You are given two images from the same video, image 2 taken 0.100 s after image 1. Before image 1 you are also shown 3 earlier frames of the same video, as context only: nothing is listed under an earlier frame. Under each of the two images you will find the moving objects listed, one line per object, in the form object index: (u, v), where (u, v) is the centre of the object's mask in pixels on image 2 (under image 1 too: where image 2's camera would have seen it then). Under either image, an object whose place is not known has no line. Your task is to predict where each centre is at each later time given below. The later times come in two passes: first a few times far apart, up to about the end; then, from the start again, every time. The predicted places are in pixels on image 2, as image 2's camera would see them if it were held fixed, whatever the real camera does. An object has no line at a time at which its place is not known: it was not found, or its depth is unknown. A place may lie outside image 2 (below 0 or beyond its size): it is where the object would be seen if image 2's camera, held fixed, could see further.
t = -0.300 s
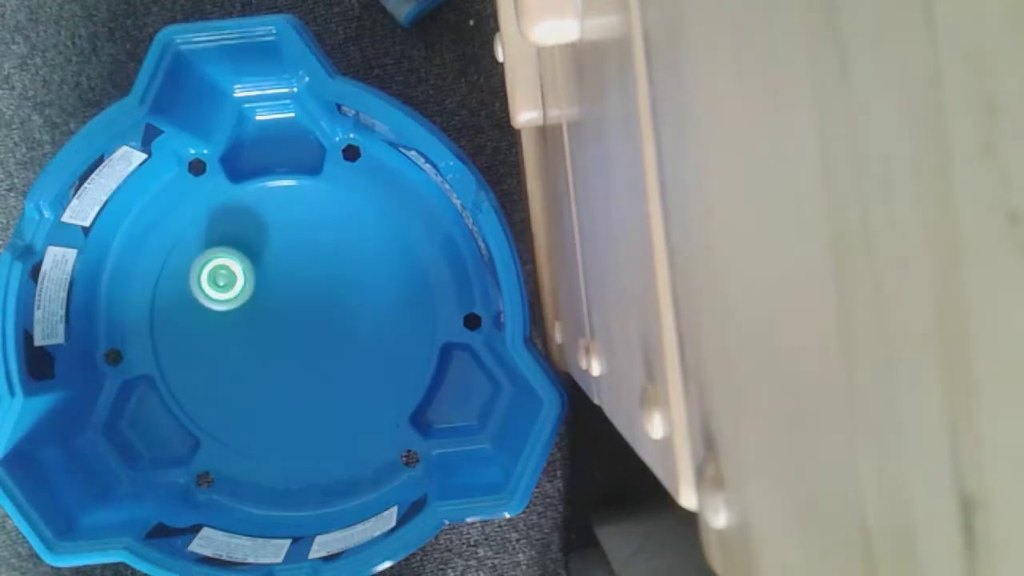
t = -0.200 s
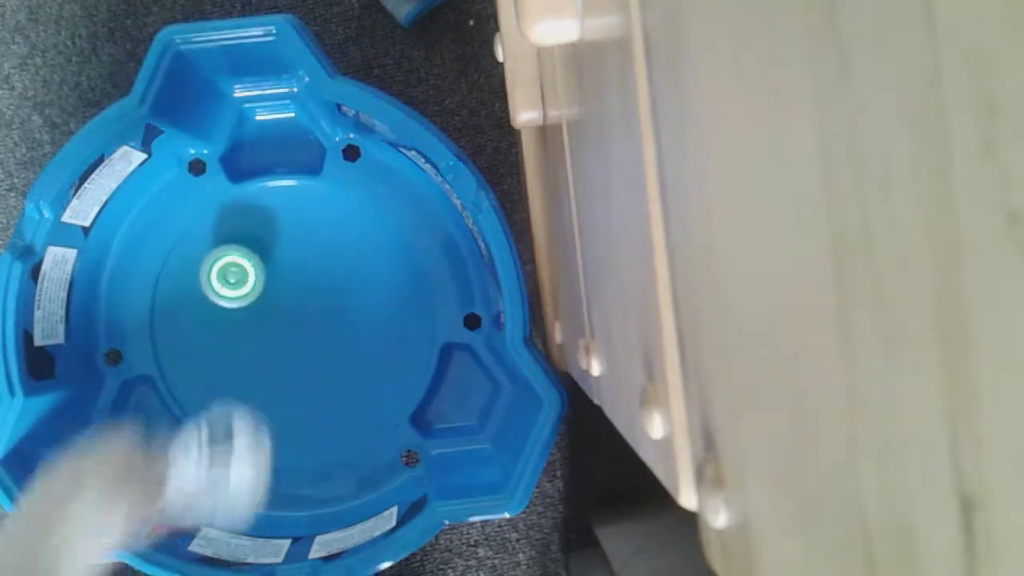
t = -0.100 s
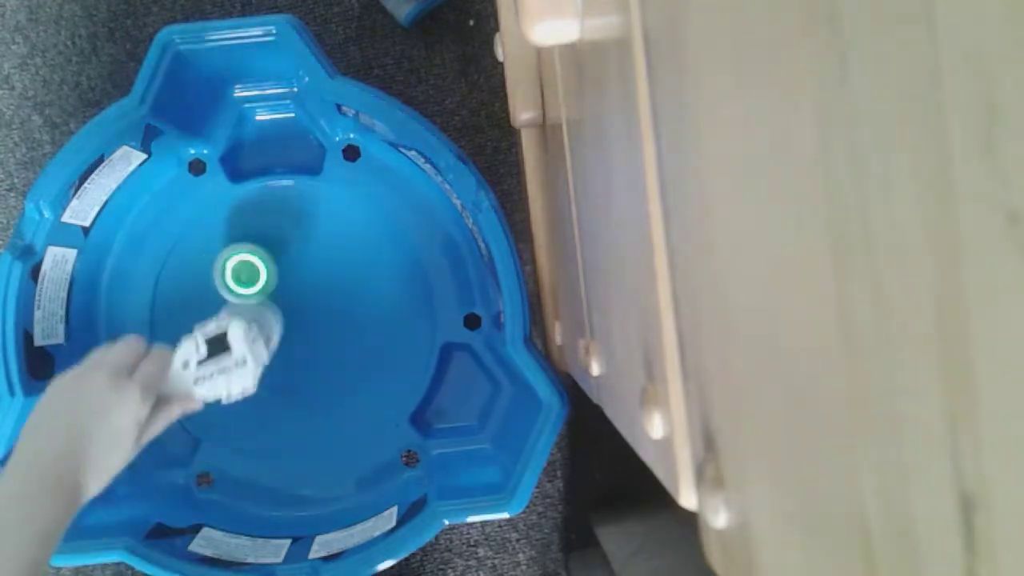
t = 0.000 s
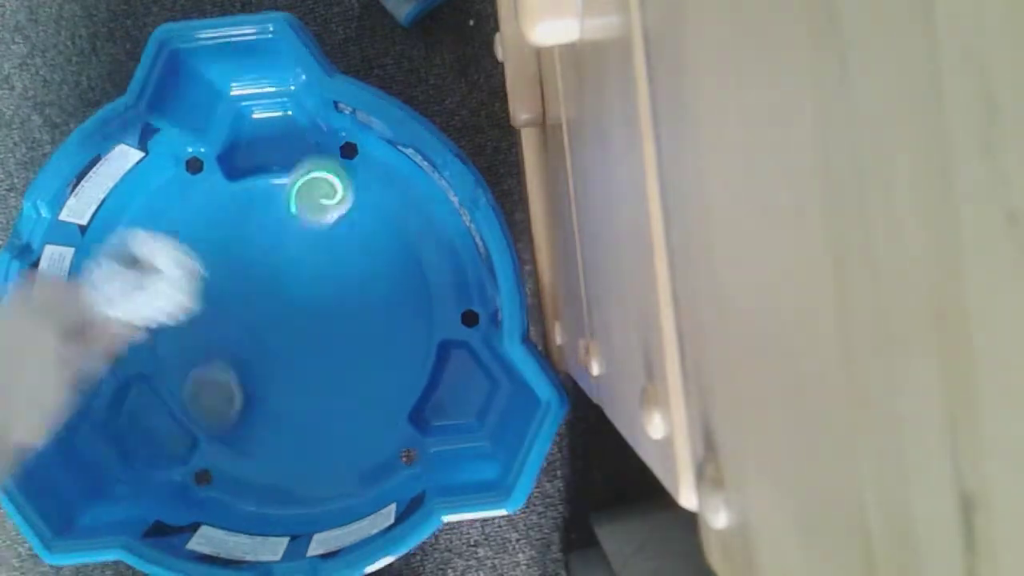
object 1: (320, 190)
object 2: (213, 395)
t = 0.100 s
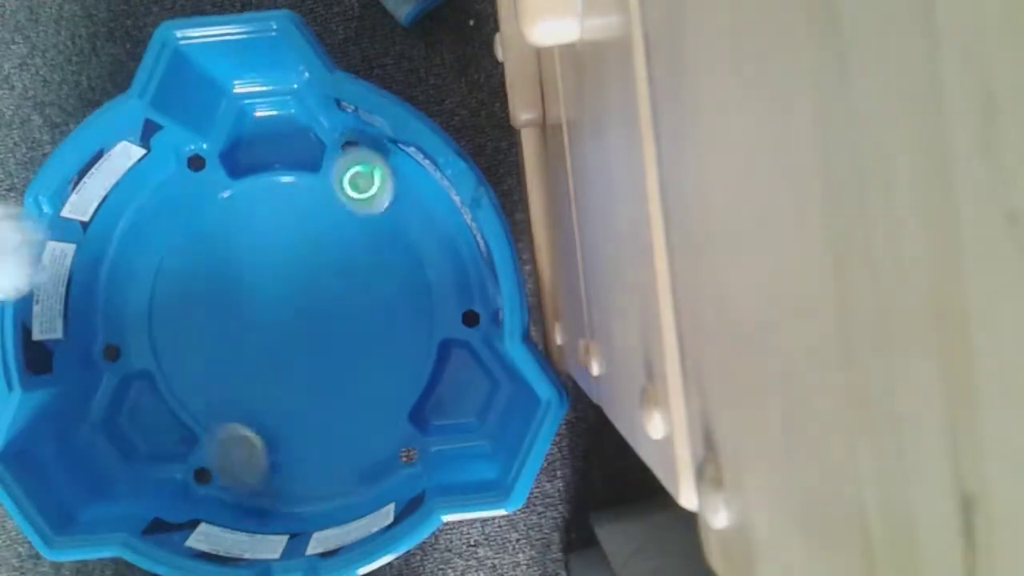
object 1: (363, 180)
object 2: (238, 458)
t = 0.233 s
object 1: (376, 236)
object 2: (300, 486)
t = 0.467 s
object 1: (359, 317)
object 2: (362, 428)
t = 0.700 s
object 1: (312, 302)
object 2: (381, 339)
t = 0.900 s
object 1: (245, 314)
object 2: (318, 303)
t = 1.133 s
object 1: (175, 371)
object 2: (283, 368)
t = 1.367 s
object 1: (206, 392)
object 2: (325, 358)
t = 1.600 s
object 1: (229, 395)
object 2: (257, 321)
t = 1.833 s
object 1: (260, 387)
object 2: (210, 326)
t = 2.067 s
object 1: (293, 360)
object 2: (227, 318)
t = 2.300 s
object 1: (319, 324)
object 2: (241, 265)
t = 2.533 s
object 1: (335, 290)
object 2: (237, 272)
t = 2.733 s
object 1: (369, 270)
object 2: (274, 283)
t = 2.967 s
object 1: (393, 253)
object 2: (294, 271)
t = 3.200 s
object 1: (379, 258)
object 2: (299, 292)
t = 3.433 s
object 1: (350, 276)
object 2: (296, 339)
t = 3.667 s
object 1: (305, 294)
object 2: (315, 374)
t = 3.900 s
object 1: (230, 285)
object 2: (318, 367)
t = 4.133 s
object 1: (178, 312)
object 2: (297, 353)
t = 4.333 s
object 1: (165, 334)
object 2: (258, 347)
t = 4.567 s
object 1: (170, 346)
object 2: (255, 349)
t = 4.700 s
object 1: (184, 347)
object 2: (281, 330)
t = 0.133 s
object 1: (366, 193)
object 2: (257, 473)
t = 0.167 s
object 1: (372, 206)
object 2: (272, 487)
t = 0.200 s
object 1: (375, 220)
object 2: (288, 488)
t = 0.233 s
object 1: (376, 236)
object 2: (300, 486)
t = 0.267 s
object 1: (377, 252)
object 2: (310, 488)
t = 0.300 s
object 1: (374, 266)
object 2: (316, 485)
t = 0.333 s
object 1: (371, 279)
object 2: (322, 478)
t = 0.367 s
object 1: (367, 291)
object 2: (332, 469)
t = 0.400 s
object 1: (364, 301)
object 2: (342, 458)
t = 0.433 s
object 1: (361, 310)
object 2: (352, 444)
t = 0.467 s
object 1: (359, 317)
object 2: (362, 428)
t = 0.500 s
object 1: (357, 324)
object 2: (369, 410)
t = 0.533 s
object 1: (354, 328)
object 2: (373, 394)
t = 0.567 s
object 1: (349, 319)
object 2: (377, 388)
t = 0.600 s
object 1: (342, 314)
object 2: (379, 377)
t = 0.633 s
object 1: (334, 311)
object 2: (380, 362)
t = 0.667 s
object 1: (324, 306)
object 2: (381, 349)
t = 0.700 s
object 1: (312, 302)
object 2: (381, 339)
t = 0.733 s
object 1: (300, 300)
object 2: (376, 326)
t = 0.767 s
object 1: (289, 301)
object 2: (368, 316)
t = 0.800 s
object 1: (279, 304)
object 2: (355, 308)
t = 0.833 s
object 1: (270, 307)
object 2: (342, 303)
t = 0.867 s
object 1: (261, 310)
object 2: (327, 301)
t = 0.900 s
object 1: (245, 314)
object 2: (318, 303)
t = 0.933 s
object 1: (227, 320)
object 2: (309, 308)
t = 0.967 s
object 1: (211, 326)
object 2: (300, 314)
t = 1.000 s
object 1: (197, 334)
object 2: (291, 324)
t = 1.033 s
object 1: (185, 343)
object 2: (284, 334)
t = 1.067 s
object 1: (179, 354)
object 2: (281, 346)
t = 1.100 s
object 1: (174, 364)
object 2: (281, 357)
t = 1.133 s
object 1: (175, 371)
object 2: (283, 368)
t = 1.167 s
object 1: (181, 376)
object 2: (287, 377)
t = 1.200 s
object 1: (185, 380)
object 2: (294, 382)
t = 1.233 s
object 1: (191, 383)
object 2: (303, 385)
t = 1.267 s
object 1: (196, 385)
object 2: (312, 384)
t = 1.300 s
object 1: (200, 387)
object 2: (320, 379)
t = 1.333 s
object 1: (203, 389)
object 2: (324, 370)
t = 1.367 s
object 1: (206, 392)
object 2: (325, 358)
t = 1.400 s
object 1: (208, 394)
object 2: (322, 347)
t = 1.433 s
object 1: (210, 396)
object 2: (316, 336)
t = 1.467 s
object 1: (213, 398)
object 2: (306, 328)
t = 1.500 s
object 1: (217, 399)
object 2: (295, 322)
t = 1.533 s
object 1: (221, 398)
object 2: (282, 319)
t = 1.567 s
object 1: (225, 397)
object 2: (270, 319)
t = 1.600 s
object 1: (229, 395)
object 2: (257, 321)
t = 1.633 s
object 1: (233, 394)
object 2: (246, 325)
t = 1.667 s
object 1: (236, 395)
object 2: (239, 323)
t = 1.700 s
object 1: (240, 394)
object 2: (232, 323)
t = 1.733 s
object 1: (245, 392)
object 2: (225, 324)
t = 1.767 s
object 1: (250, 390)
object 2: (219, 326)
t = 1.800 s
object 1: (255, 389)
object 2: (214, 326)
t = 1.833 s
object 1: (260, 387)
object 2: (210, 326)
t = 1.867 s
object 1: (265, 384)
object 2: (208, 326)
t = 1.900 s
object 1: (270, 380)
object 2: (207, 326)
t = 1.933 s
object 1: (274, 377)
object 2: (209, 327)
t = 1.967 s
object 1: (279, 373)
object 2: (211, 327)
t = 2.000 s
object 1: (284, 369)
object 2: (216, 326)
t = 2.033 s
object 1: (288, 364)
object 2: (221, 323)
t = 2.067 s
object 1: (293, 360)
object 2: (227, 318)
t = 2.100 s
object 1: (297, 354)
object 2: (233, 312)
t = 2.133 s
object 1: (301, 349)
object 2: (238, 305)
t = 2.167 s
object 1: (305, 344)
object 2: (242, 296)
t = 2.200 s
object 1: (309, 339)
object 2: (244, 288)
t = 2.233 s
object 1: (313, 334)
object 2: (244, 279)
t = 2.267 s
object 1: (316, 329)
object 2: (243, 271)
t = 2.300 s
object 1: (319, 324)
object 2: (241, 265)
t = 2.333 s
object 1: (323, 319)
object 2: (237, 260)
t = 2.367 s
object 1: (325, 314)
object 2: (234, 257)
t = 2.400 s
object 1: (328, 309)
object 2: (230, 257)
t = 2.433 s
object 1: (330, 304)
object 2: (229, 259)
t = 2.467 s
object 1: (332, 299)
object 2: (230, 263)
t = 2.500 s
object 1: (333, 294)
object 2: (232, 267)
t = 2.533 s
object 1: (335, 290)
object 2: (237, 272)
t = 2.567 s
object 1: (336, 285)
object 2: (244, 277)
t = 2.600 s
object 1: (337, 281)
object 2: (253, 281)
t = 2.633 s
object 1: (338, 277)
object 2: (263, 283)
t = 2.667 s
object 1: (341, 274)
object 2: (272, 284)
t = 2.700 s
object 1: (354, 272)
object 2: (273, 284)
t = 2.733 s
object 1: (369, 270)
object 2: (274, 283)
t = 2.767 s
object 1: (380, 269)
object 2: (278, 281)
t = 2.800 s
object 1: (390, 267)
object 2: (282, 279)
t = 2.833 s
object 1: (395, 264)
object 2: (286, 277)
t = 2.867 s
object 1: (397, 261)
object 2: (288, 275)
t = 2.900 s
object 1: (396, 258)
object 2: (291, 273)
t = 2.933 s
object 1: (394, 254)
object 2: (294, 271)
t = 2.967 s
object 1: (393, 253)
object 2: (294, 271)
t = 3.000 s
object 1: (393, 252)
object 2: (294, 272)
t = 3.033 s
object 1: (392, 251)
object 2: (294, 274)
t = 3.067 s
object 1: (391, 252)
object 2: (295, 276)
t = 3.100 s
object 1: (388, 253)
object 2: (295, 279)
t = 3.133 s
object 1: (386, 254)
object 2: (296, 282)
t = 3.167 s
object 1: (382, 256)
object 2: (298, 287)
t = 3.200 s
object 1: (379, 258)
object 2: (299, 292)
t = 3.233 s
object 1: (374, 261)
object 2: (302, 297)
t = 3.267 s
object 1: (369, 264)
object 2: (305, 301)
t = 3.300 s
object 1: (363, 266)
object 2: (308, 305)
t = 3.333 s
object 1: (362, 269)
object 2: (306, 312)
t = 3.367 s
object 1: (360, 272)
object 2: (301, 321)
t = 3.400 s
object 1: (355, 274)
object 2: (297, 330)
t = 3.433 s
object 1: (350, 276)
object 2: (296, 339)
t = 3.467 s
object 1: (345, 279)
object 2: (295, 348)
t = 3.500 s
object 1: (338, 282)
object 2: (296, 356)
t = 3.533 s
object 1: (332, 284)
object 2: (299, 363)
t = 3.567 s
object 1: (326, 287)
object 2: (302, 369)
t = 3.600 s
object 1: (319, 290)
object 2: (307, 373)
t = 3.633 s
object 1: (312, 292)
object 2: (311, 375)
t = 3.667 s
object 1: (305, 294)
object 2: (315, 374)
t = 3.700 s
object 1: (298, 297)
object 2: (318, 371)
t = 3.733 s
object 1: (291, 299)
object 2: (318, 365)
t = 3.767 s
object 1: (284, 301)
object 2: (318, 359)
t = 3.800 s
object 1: (273, 297)
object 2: (318, 360)
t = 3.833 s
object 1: (258, 290)
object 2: (318, 363)
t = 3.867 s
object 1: (244, 286)
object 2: (318, 365)
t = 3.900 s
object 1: (230, 285)
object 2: (318, 367)
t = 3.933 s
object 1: (218, 286)
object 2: (318, 366)
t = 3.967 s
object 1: (205, 289)
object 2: (316, 366)
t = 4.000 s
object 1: (196, 294)
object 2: (314, 364)
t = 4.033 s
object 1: (191, 299)
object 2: (311, 361)
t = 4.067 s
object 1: (186, 304)
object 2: (307, 359)
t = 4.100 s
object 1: (182, 308)
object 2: (303, 356)
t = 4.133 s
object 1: (178, 312)
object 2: (297, 353)
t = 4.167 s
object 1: (174, 317)
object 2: (291, 351)
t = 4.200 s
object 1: (172, 321)
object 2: (284, 349)
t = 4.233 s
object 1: (169, 325)
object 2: (277, 348)
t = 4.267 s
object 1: (168, 328)
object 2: (271, 347)
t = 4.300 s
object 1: (166, 331)
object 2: (264, 347)
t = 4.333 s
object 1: (165, 334)
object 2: (258, 347)
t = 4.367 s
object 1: (164, 338)
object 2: (252, 347)
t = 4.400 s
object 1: (165, 340)
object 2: (247, 348)
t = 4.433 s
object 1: (166, 342)
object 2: (243, 348)
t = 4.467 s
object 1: (167, 344)
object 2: (240, 349)
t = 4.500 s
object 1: (168, 346)
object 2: (240, 350)
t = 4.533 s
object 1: (169, 345)
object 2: (247, 350)
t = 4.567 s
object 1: (170, 346)
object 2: (255, 349)
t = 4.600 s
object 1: (172, 346)
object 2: (262, 347)
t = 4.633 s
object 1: (175, 347)
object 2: (270, 342)
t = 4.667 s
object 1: (180, 347)
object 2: (276, 336)
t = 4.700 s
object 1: (184, 347)
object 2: (281, 330)
